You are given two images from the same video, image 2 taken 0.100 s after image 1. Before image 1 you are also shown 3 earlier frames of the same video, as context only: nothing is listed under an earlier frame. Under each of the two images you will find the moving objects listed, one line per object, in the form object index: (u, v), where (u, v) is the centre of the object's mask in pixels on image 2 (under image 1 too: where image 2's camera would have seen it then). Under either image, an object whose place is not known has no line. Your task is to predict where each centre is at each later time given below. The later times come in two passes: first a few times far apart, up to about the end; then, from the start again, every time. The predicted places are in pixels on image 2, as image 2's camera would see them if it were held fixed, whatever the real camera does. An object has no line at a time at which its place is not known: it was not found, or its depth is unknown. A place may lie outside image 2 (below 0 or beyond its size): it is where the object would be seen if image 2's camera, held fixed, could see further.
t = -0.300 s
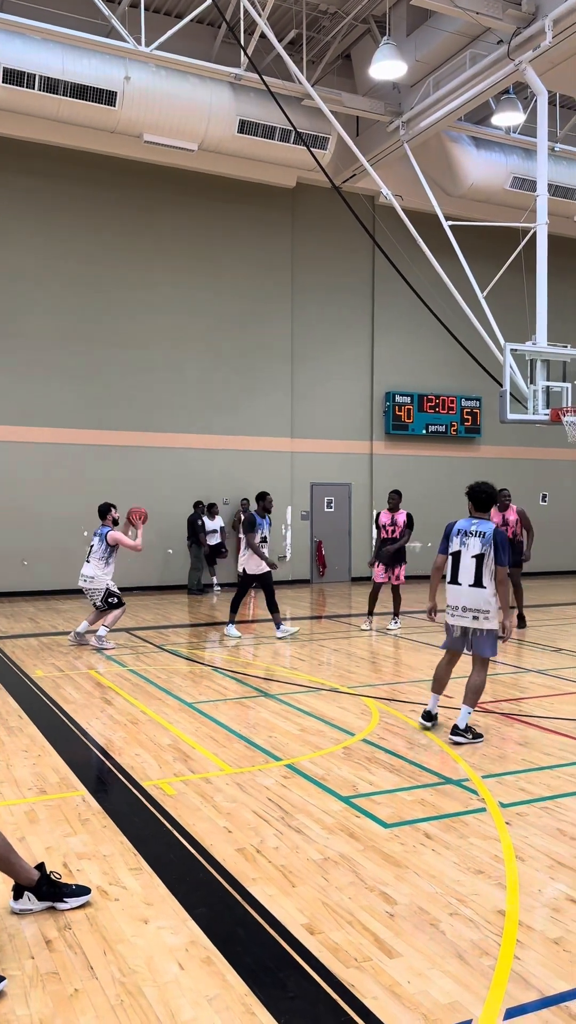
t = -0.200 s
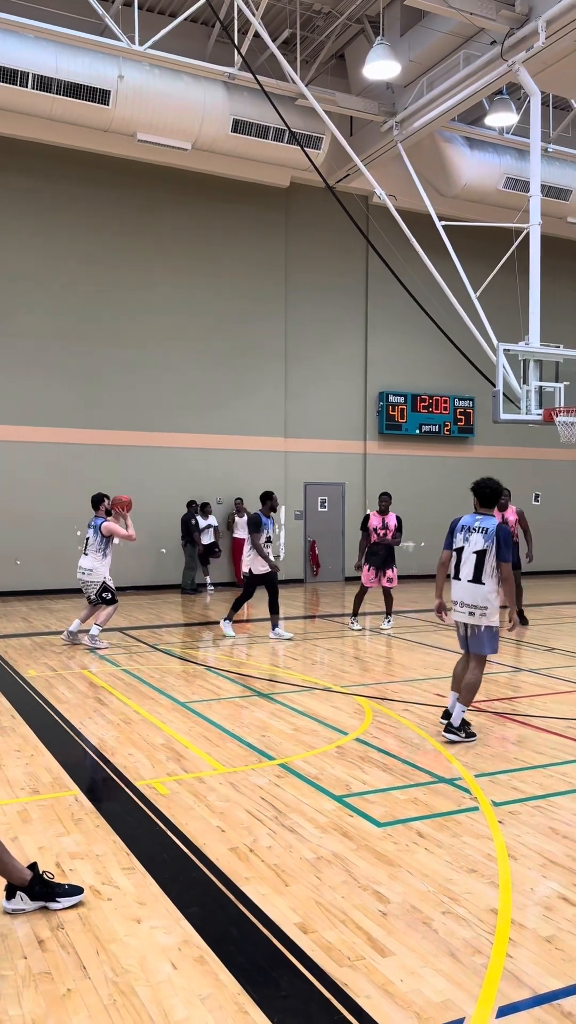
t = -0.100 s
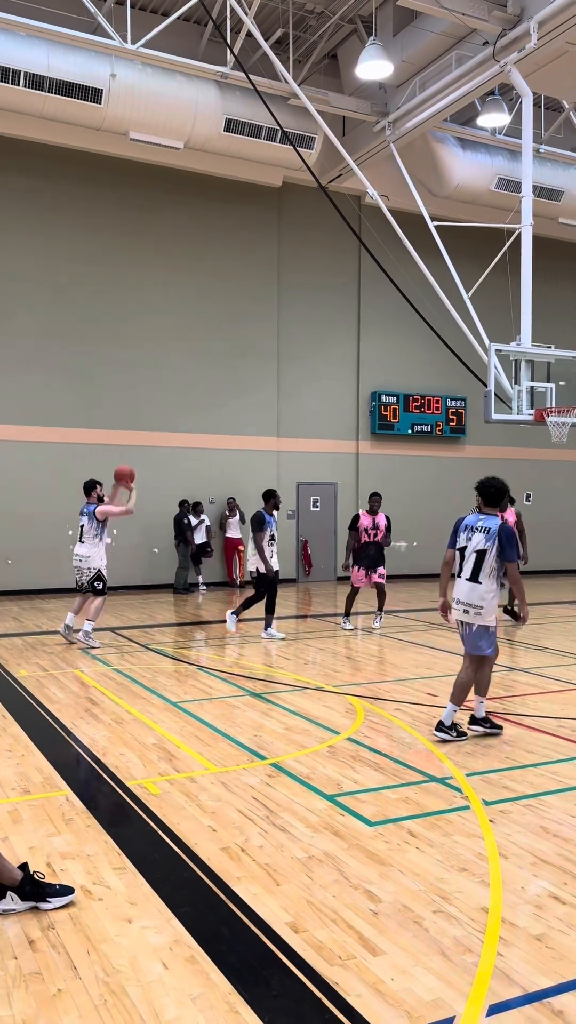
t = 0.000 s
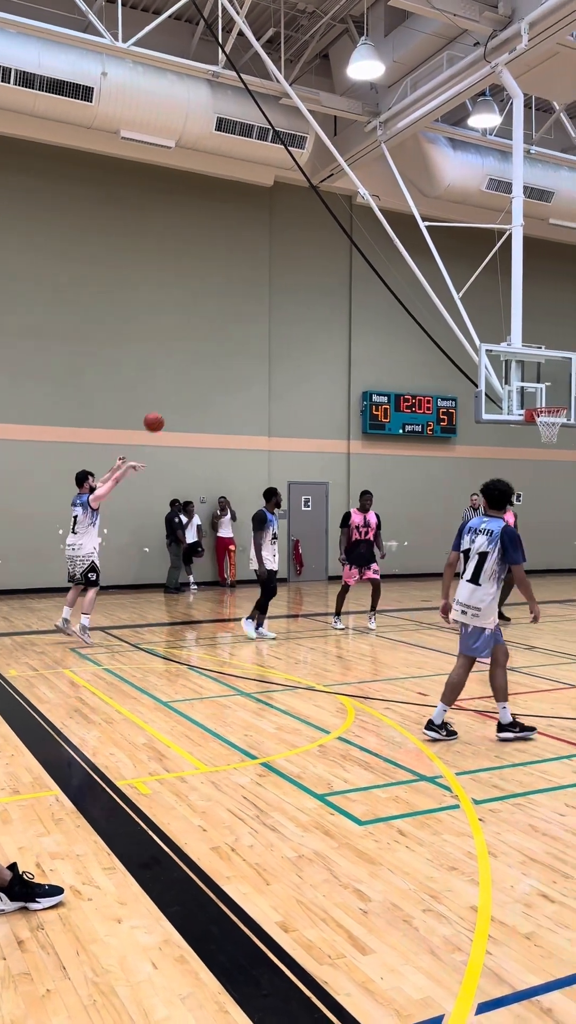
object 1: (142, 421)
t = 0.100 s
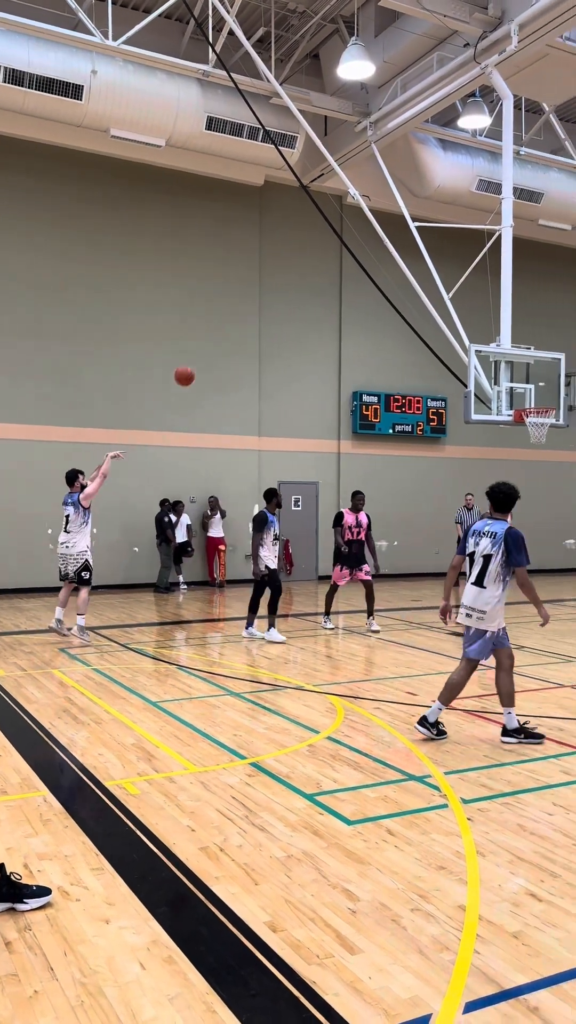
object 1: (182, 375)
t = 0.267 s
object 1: (246, 320)
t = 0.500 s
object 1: (327, 285)
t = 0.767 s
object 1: (412, 297)
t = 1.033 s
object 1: (487, 355)
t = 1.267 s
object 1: (539, 429)
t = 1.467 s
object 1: (547, 459)
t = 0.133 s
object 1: (196, 362)
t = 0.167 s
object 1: (209, 350)
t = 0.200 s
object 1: (222, 339)
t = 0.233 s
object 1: (234, 329)
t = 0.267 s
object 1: (246, 320)
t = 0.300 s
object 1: (258, 312)
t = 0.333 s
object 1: (270, 306)
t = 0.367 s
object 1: (282, 300)
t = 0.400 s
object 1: (293, 294)
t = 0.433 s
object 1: (305, 290)
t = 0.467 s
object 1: (316, 287)
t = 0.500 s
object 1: (327, 285)
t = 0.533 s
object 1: (338, 284)
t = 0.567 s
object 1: (349, 283)
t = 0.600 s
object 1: (361, 284)
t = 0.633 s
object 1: (371, 285)
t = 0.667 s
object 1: (382, 287)
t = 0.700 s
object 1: (392, 289)
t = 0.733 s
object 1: (402, 293)
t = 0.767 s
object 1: (412, 297)
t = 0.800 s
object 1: (421, 302)
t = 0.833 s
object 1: (431, 307)
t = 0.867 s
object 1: (441, 313)
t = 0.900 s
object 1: (450, 320)
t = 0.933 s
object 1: (459, 327)
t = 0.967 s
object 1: (469, 335)
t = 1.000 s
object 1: (478, 344)
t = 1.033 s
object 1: (487, 355)
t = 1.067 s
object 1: (495, 365)
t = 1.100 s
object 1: (504, 375)
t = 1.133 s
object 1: (512, 386)
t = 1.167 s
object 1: (521, 398)
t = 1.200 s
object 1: (530, 406)
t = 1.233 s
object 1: (535, 421)
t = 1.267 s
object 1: (539, 429)
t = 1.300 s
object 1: (539, 438)
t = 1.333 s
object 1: (543, 439)
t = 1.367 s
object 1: (544, 442)
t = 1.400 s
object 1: (545, 447)
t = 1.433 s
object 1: (546, 453)
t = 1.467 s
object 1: (547, 459)
